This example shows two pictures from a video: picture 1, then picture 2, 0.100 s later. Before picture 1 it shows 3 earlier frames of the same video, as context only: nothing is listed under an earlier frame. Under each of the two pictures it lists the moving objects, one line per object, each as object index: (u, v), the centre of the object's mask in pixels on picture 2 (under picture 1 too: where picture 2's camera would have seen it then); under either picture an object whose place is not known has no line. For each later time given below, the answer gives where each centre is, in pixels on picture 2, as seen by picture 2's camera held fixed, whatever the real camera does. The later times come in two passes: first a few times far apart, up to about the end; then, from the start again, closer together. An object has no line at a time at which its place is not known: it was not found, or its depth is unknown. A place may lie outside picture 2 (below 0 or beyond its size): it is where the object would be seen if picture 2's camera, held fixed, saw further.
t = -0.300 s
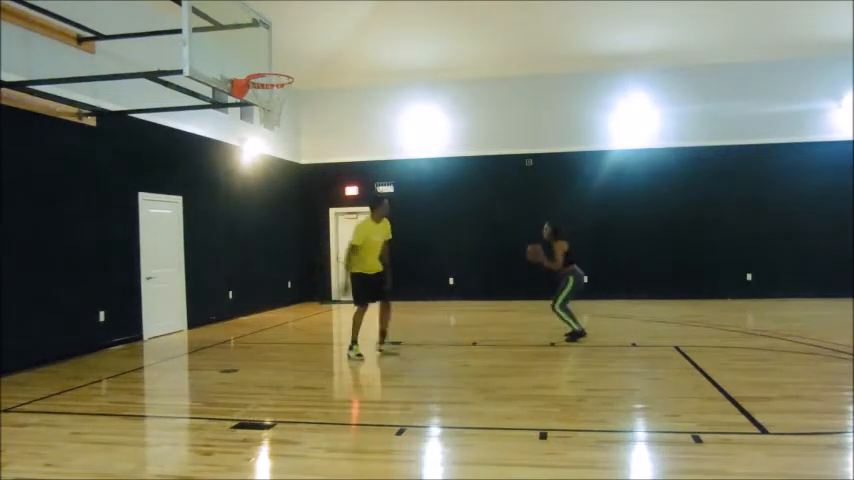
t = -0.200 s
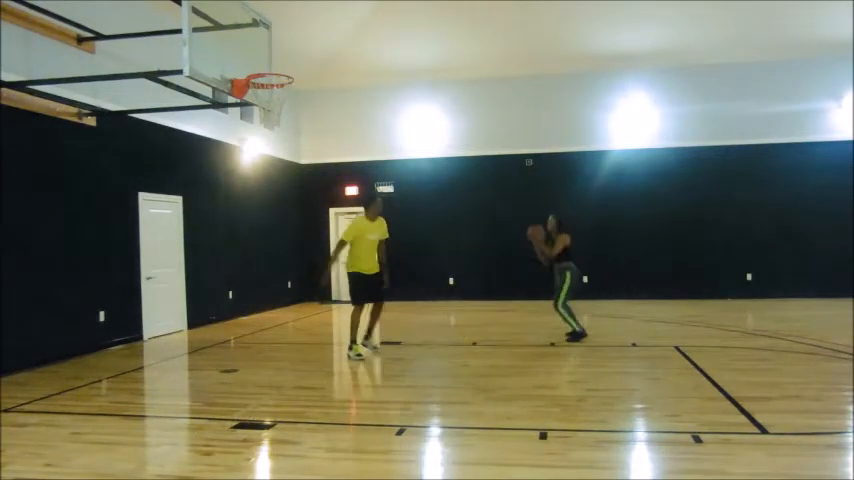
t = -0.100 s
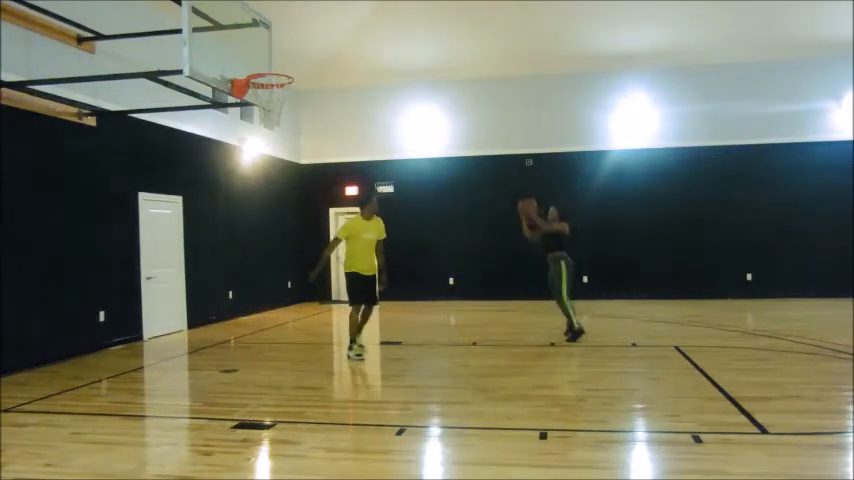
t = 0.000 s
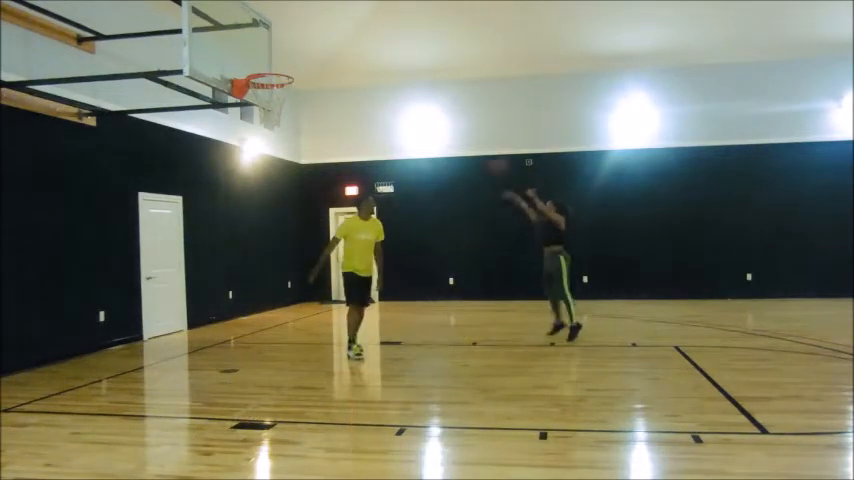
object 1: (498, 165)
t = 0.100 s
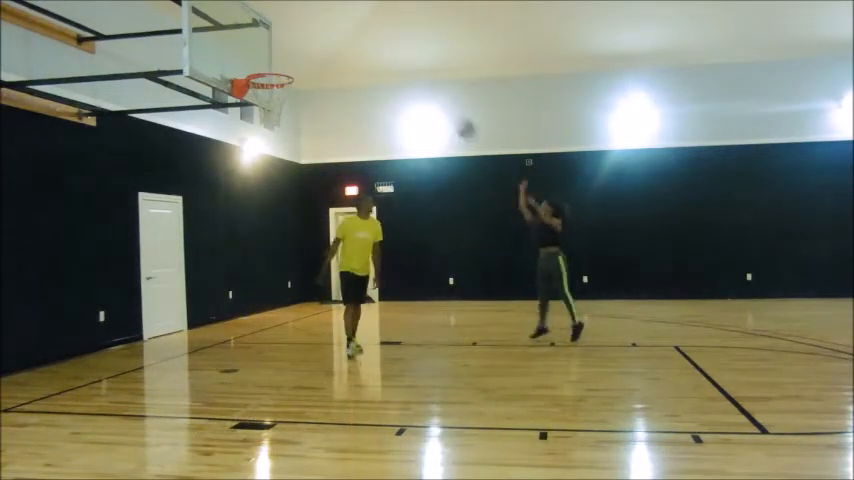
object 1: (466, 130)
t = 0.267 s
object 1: (408, 81)
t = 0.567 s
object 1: (300, 51)
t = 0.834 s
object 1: (280, 78)
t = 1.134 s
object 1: (264, 118)
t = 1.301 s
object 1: (275, 154)
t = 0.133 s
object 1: (456, 117)
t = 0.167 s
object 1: (445, 105)
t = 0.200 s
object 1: (431, 95)
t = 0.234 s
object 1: (421, 89)
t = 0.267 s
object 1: (408, 81)
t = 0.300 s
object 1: (397, 75)
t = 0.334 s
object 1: (385, 69)
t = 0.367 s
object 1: (374, 64)
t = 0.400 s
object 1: (361, 59)
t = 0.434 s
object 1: (349, 56)
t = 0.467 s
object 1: (337, 53)
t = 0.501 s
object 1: (325, 51)
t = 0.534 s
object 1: (312, 50)
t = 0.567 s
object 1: (300, 51)
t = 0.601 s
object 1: (287, 52)
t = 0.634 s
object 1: (274, 54)
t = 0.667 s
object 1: (262, 57)
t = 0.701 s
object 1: (259, 60)
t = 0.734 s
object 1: (265, 63)
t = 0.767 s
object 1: (271, 68)
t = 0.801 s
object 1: (277, 72)
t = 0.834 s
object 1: (280, 78)
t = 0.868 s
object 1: (273, 81)
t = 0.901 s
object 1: (264, 86)
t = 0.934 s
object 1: (258, 88)
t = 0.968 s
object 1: (258, 92)
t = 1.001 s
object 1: (257, 96)
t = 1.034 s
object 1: (258, 101)
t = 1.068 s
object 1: (260, 107)
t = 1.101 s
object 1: (263, 112)
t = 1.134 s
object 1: (264, 118)
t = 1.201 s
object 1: (266, 130)
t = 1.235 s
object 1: (268, 136)
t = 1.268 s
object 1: (272, 146)
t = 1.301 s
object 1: (275, 154)
